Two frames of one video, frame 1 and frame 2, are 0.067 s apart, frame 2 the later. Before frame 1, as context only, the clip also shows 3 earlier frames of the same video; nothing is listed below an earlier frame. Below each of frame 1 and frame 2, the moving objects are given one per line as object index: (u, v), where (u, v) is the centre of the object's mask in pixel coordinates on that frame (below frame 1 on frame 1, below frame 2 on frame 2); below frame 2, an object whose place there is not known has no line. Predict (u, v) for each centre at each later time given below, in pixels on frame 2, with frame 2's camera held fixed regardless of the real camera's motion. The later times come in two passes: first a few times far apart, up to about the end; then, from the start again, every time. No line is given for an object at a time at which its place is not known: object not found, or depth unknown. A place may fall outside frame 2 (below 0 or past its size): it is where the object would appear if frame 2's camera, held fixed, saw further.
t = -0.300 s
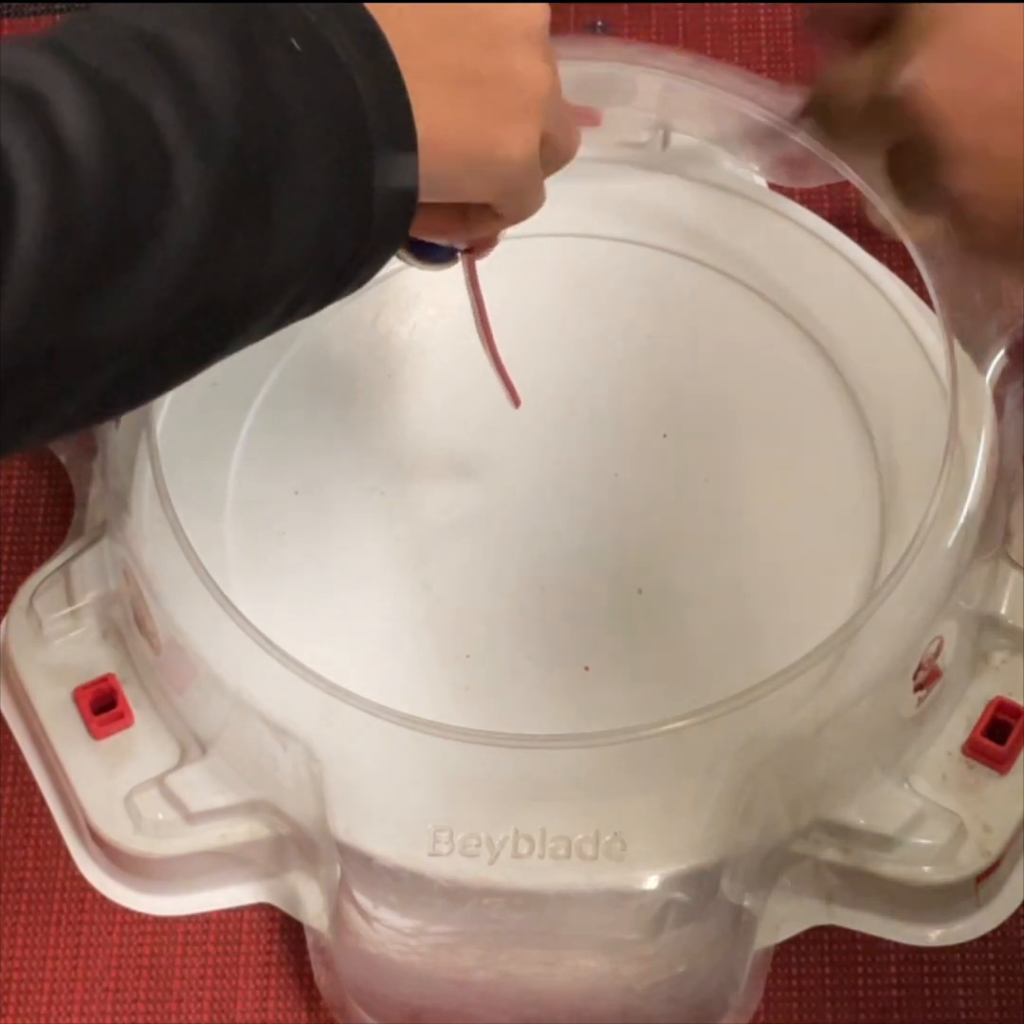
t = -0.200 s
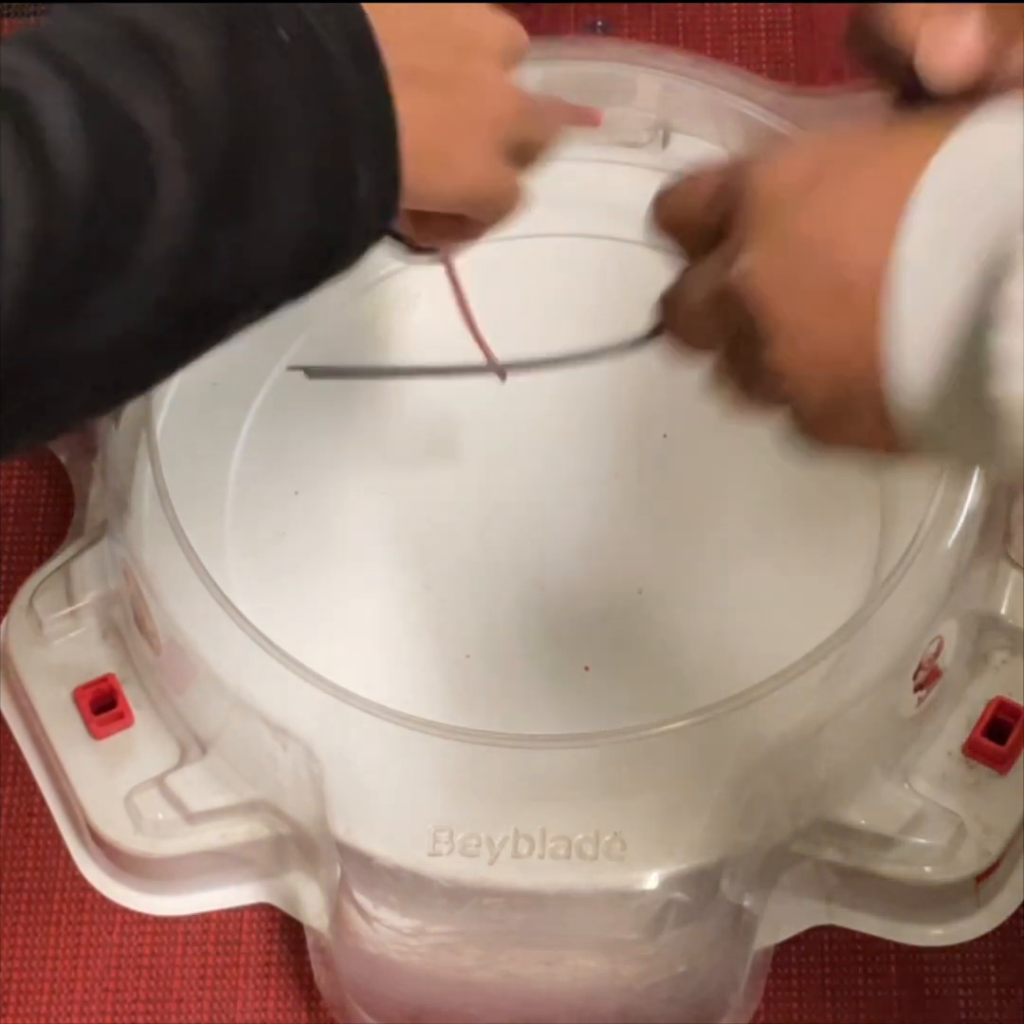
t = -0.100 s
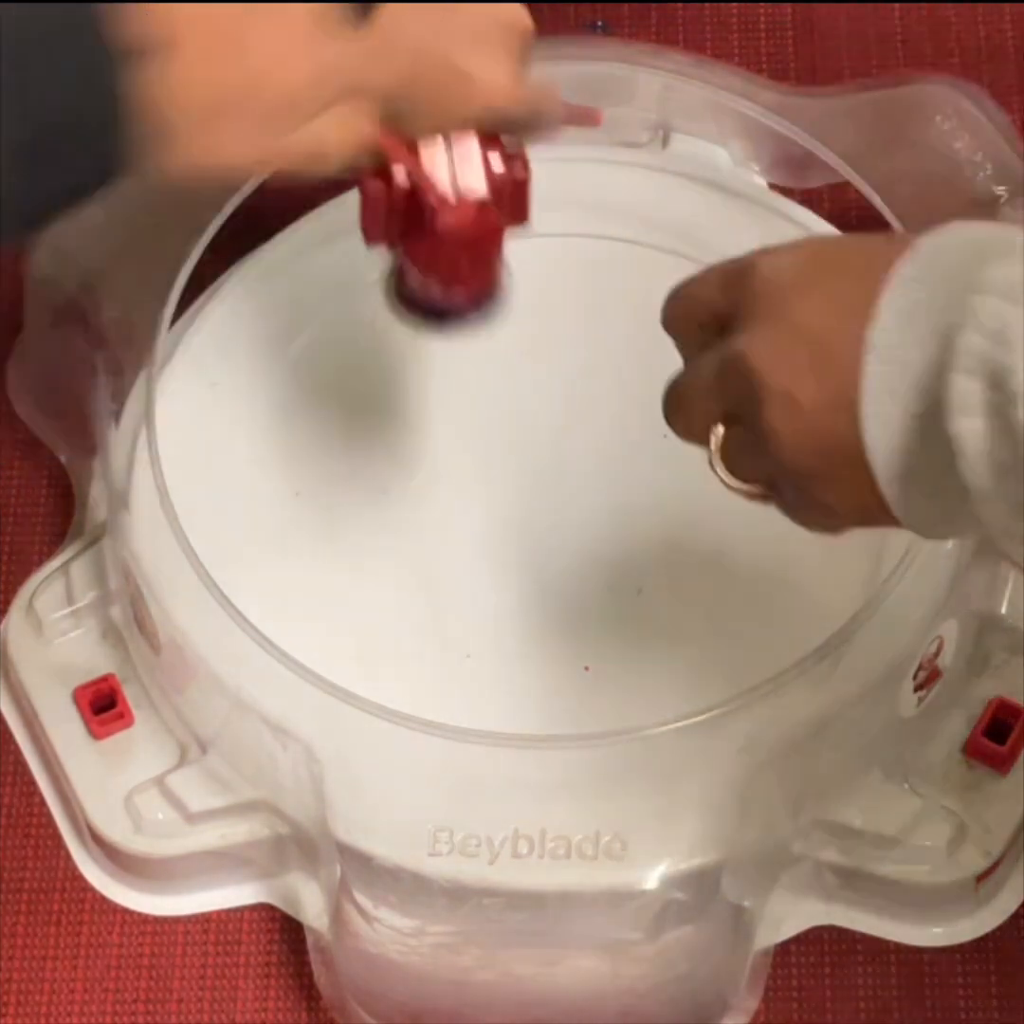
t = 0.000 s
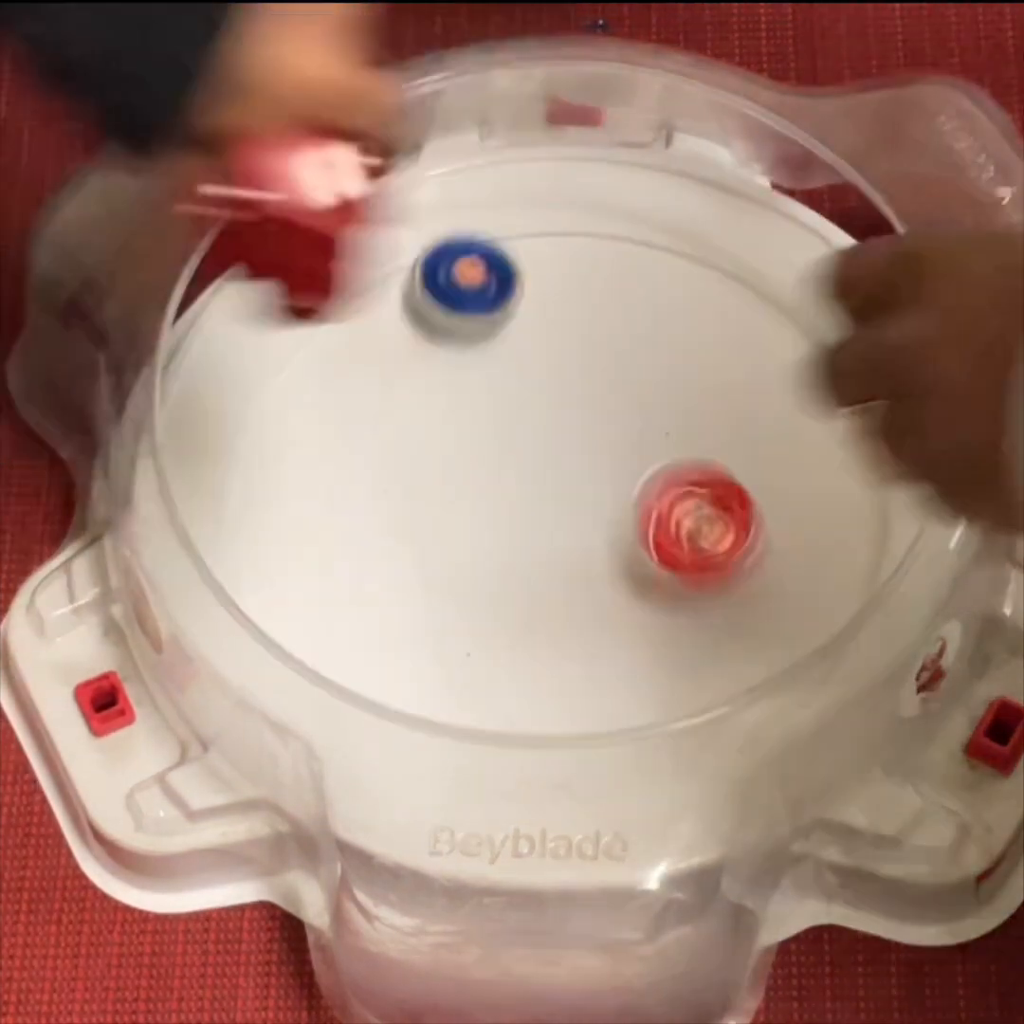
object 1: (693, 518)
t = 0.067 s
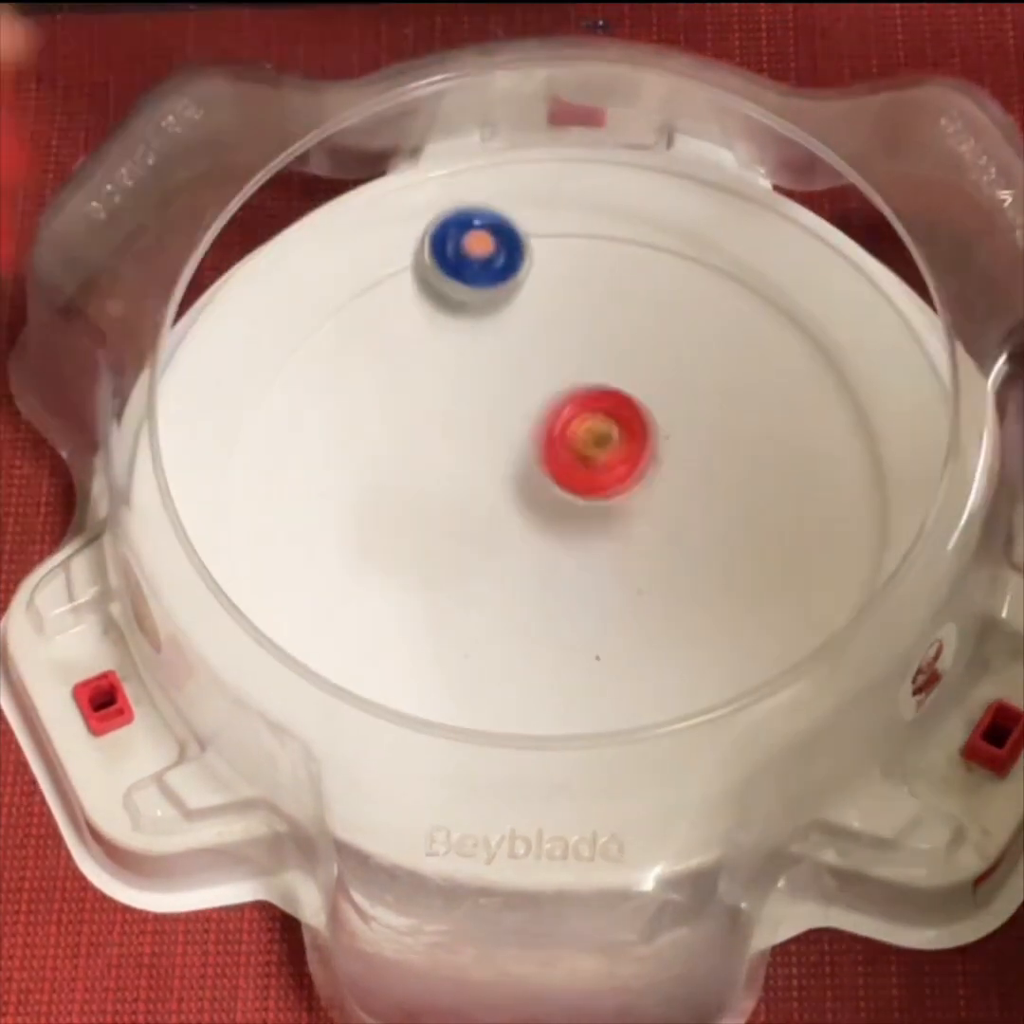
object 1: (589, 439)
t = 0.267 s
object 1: (313, 426)
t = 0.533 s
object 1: (504, 691)
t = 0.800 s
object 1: (850, 437)
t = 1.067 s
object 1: (421, 236)
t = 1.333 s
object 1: (320, 693)
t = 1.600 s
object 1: (826, 610)
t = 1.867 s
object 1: (783, 194)
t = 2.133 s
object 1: (316, 393)
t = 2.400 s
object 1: (606, 717)
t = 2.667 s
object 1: (826, 374)
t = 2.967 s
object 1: (309, 362)
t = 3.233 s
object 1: (504, 718)
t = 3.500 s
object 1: (828, 470)
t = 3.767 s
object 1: (415, 291)
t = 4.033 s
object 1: (345, 659)
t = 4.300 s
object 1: (761, 607)
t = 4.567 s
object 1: (587, 278)
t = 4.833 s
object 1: (240, 489)
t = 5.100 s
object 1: (628, 686)
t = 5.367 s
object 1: (728, 329)
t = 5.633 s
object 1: (357, 294)
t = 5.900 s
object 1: (444, 678)
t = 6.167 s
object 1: (811, 505)
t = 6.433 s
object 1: (565, 244)
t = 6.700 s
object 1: (309, 551)
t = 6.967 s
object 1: (697, 679)
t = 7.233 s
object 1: (755, 381)
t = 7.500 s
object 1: (624, 496)
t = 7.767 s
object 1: (603, 663)
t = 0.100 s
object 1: (534, 421)
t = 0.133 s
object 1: (488, 400)
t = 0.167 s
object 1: (456, 371)
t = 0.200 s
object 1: (413, 371)
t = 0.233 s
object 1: (361, 396)
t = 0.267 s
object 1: (313, 426)
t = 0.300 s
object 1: (284, 454)
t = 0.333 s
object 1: (267, 490)
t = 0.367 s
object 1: (255, 525)
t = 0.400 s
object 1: (274, 566)
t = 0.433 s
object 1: (312, 606)
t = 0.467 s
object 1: (363, 641)
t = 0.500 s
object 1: (433, 672)
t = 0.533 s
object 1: (504, 691)
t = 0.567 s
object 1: (575, 700)
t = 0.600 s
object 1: (652, 695)
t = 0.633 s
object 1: (717, 674)
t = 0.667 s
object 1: (777, 647)
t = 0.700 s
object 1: (821, 604)
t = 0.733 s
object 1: (843, 554)
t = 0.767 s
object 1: (852, 495)
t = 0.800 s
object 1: (850, 437)
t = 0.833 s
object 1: (826, 380)
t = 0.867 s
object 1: (801, 323)
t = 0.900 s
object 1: (751, 282)
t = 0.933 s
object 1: (698, 250)
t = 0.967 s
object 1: (631, 219)
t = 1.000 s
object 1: (560, 210)
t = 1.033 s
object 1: (489, 215)
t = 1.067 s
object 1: (421, 236)
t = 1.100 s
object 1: (360, 271)
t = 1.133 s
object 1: (310, 318)
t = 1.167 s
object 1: (267, 374)
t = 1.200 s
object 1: (233, 439)
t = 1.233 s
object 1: (216, 508)
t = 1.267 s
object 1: (224, 575)
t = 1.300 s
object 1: (254, 642)
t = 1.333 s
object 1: (320, 693)
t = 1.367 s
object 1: (382, 743)
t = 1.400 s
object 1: (455, 776)
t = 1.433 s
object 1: (541, 794)
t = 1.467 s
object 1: (625, 802)
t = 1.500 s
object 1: (702, 799)
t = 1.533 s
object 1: (745, 751)
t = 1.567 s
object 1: (781, 657)
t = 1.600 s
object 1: (826, 610)
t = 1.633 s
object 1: (868, 557)
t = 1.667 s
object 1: (900, 499)
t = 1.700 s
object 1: (920, 439)
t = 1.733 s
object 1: (918, 376)
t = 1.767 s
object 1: (899, 324)
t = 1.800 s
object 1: (868, 278)
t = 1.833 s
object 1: (826, 236)
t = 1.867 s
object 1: (783, 194)
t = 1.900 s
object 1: (717, 195)
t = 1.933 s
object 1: (653, 191)
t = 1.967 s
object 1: (586, 197)
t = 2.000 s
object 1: (516, 215)
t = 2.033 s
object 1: (452, 241)
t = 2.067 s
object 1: (397, 277)
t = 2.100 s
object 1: (349, 331)
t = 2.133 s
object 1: (316, 393)
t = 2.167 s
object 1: (298, 458)
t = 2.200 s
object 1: (296, 527)
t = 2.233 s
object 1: (311, 597)
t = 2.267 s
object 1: (360, 650)
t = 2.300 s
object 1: (411, 688)
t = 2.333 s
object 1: (472, 715)
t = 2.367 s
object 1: (537, 719)
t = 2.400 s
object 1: (606, 717)
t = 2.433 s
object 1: (672, 701)
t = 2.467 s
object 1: (733, 674)
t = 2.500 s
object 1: (785, 636)
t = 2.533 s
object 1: (827, 592)
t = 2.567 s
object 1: (844, 535)
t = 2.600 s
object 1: (854, 480)
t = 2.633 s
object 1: (848, 425)
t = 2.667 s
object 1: (826, 374)
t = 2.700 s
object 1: (795, 332)
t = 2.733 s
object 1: (745, 292)
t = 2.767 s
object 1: (688, 263)
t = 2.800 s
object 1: (626, 247)
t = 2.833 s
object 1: (555, 244)
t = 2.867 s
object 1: (482, 255)
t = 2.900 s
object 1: (412, 282)
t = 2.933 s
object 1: (355, 317)
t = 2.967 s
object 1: (309, 362)
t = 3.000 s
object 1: (271, 416)
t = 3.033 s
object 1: (244, 479)
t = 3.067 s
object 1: (237, 543)
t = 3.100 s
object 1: (267, 595)
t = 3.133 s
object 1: (323, 639)
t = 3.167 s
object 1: (380, 676)
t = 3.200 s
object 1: (440, 704)
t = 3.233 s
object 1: (504, 718)
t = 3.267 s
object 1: (572, 720)
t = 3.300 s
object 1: (639, 710)
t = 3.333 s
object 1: (703, 689)
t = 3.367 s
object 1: (759, 657)
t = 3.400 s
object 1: (803, 619)
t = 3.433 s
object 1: (828, 571)
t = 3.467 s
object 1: (837, 521)
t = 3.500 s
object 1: (828, 470)
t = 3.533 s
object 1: (809, 422)
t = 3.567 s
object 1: (777, 380)
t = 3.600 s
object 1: (737, 345)
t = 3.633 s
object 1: (681, 314)
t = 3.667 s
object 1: (620, 293)
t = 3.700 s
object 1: (554, 284)
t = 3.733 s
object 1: (484, 280)
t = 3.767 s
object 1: (415, 291)
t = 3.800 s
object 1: (354, 313)
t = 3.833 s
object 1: (302, 346)
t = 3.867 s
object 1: (256, 390)
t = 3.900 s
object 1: (226, 444)
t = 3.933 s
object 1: (234, 507)
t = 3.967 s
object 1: (251, 568)
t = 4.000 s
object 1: (284, 618)
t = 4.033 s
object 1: (345, 659)
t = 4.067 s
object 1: (404, 691)
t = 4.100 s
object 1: (460, 709)
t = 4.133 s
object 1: (517, 717)
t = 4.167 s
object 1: (575, 716)
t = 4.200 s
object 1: (633, 705)
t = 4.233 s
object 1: (688, 683)
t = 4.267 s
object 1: (733, 653)
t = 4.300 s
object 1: (761, 607)
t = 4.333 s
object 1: (777, 559)
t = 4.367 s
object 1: (781, 510)
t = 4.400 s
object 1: (771, 461)
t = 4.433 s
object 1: (753, 415)
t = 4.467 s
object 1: (726, 373)
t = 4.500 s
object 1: (686, 336)
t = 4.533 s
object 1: (641, 305)
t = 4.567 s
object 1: (587, 278)
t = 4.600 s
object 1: (528, 261)
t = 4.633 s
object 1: (464, 254)
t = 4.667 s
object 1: (398, 262)
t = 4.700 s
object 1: (339, 281)
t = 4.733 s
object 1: (290, 315)
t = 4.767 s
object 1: (269, 372)
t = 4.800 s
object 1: (250, 431)
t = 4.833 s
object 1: (240, 489)
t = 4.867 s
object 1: (248, 547)
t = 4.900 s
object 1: (276, 596)
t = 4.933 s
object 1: (322, 638)
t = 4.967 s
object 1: (379, 671)
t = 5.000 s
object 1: (442, 693)
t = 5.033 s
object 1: (503, 701)
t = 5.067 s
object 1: (566, 700)
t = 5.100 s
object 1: (628, 686)
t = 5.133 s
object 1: (680, 653)
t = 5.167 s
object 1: (724, 612)
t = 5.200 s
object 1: (757, 564)
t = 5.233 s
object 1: (777, 515)
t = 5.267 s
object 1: (782, 467)
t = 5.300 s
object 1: (775, 418)
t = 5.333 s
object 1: (757, 371)
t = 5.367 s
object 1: (728, 329)
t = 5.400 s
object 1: (692, 294)
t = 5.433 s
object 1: (652, 265)
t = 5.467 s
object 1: (607, 246)
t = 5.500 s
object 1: (557, 233)
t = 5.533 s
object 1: (505, 232)
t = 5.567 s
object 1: (454, 242)
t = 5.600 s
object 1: (403, 262)
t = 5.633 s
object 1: (357, 294)
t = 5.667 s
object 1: (319, 337)
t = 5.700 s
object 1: (294, 388)
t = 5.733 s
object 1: (282, 444)
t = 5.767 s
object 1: (284, 504)
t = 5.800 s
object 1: (303, 561)
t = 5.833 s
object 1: (338, 613)
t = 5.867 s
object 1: (385, 651)
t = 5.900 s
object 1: (444, 678)
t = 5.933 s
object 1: (514, 693)
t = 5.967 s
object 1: (576, 694)
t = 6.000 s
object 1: (637, 684)
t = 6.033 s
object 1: (692, 665)
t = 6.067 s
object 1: (735, 631)
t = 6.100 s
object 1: (771, 593)
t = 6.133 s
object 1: (796, 551)
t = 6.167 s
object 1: (811, 505)
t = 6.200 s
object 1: (815, 457)
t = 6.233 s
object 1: (807, 410)
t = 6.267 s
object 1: (790, 367)
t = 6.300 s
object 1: (759, 329)
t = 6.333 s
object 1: (723, 295)
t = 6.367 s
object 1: (673, 267)
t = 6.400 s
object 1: (623, 251)
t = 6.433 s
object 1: (565, 244)
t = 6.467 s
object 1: (502, 253)
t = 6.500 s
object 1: (444, 274)
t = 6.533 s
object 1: (391, 308)
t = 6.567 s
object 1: (348, 349)
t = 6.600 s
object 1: (317, 393)
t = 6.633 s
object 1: (302, 445)
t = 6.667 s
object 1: (299, 499)
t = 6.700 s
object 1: (309, 551)
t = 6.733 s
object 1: (333, 603)
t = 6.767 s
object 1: (372, 649)
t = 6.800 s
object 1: (423, 680)
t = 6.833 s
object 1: (484, 699)
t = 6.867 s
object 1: (544, 706)
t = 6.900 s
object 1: (593, 705)
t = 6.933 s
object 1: (647, 696)
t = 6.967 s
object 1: (697, 679)
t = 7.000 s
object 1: (742, 655)
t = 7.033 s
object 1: (776, 627)
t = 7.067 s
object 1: (795, 584)
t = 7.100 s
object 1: (812, 544)
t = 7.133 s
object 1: (814, 501)
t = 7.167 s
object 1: (803, 458)
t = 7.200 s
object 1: (783, 417)
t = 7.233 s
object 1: (755, 381)
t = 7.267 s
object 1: (727, 364)
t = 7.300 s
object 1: (721, 383)
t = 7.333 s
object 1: (711, 410)
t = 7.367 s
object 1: (697, 431)
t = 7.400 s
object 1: (681, 448)
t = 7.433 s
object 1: (662, 464)
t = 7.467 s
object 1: (645, 479)
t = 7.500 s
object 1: (624, 496)
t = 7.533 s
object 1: (608, 514)
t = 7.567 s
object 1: (593, 537)
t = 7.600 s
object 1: (579, 559)
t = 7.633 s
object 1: (574, 582)
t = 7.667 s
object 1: (570, 605)
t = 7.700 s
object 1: (575, 626)
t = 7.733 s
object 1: (585, 645)
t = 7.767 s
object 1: (603, 663)
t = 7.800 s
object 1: (625, 674)
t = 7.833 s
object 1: (654, 680)
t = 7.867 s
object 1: (686, 677)
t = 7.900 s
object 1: (721, 666)
